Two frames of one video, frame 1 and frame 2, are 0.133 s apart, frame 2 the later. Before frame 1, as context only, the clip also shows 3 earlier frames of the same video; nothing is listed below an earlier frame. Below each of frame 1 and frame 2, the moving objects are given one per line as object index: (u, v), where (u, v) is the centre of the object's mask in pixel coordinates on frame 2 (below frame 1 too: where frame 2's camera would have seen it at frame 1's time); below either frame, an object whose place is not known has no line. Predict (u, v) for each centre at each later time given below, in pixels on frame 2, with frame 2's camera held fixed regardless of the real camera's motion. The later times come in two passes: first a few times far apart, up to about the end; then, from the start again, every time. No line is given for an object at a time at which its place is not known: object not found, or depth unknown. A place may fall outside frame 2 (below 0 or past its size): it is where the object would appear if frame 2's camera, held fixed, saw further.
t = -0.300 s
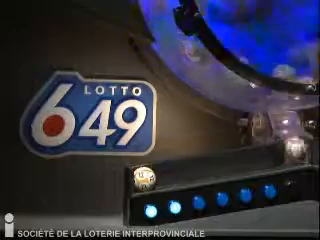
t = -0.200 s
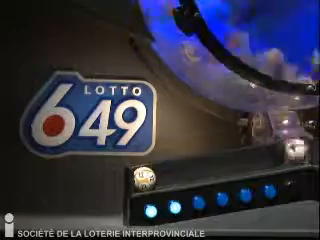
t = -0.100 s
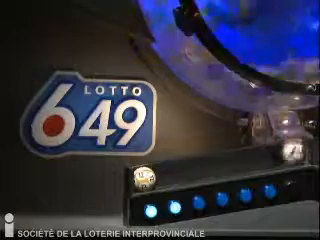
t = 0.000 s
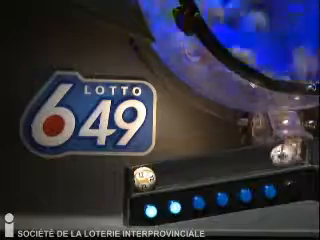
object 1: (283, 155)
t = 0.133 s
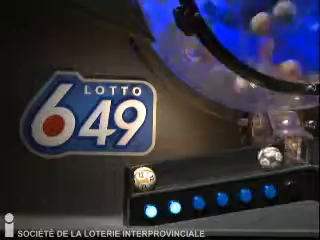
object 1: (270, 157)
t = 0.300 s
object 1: (248, 161)
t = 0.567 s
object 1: (186, 171)
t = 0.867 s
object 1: (180, 173)
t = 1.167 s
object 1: (167, 174)
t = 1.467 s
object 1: (166, 175)
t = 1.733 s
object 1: (166, 175)
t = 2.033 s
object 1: (166, 175)
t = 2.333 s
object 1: (166, 176)
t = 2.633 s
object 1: (166, 175)
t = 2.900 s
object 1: (166, 175)
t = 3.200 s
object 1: (166, 175)
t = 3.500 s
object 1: (166, 175)
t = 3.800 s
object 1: (166, 175)
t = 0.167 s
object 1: (266, 158)
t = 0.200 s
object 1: (262, 158)
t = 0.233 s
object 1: (258, 159)
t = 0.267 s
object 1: (253, 160)
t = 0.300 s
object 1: (248, 161)
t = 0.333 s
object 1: (242, 162)
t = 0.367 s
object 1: (235, 163)
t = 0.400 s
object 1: (228, 164)
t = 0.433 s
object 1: (221, 165)
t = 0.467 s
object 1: (213, 165)
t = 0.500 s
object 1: (204, 167)
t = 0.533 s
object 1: (195, 168)
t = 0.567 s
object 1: (186, 171)
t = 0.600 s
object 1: (177, 173)
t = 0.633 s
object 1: (167, 174)
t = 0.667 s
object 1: (170, 173)
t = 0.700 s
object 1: (175, 173)
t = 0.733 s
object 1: (176, 174)
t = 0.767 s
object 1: (179, 173)
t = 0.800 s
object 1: (180, 173)
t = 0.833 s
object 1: (180, 173)
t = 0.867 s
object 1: (180, 173)
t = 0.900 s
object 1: (180, 173)
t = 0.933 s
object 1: (180, 173)
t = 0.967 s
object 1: (178, 174)
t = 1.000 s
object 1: (175, 174)
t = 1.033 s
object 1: (172, 174)
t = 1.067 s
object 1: (168, 174)
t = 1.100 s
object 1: (166, 174)
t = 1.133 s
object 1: (167, 174)
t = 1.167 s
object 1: (167, 174)
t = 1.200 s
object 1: (167, 174)
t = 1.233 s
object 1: (167, 175)
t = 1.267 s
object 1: (166, 175)
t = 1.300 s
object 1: (166, 175)
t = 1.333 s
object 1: (166, 175)
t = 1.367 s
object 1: (166, 175)
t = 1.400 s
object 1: (166, 175)
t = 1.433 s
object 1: (166, 175)
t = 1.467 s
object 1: (166, 175)
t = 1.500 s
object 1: (166, 175)
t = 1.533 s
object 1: (166, 175)
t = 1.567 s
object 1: (166, 175)
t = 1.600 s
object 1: (166, 175)
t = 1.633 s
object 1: (166, 175)
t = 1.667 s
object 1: (166, 175)
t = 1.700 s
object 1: (166, 175)
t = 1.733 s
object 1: (166, 175)
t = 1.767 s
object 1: (166, 175)
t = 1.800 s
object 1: (165, 176)
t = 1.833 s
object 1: (166, 175)
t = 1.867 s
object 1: (166, 175)
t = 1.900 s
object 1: (166, 175)
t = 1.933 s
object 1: (166, 176)
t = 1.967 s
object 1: (166, 175)
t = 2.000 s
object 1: (166, 175)
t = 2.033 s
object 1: (166, 175)
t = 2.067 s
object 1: (166, 176)
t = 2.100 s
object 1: (166, 176)
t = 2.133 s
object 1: (166, 175)
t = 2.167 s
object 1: (166, 175)
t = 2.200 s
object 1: (166, 175)
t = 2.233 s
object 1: (166, 176)
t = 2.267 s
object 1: (166, 176)
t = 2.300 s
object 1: (166, 175)
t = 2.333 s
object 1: (166, 176)
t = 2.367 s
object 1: (166, 175)
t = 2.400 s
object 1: (166, 175)
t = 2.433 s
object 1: (166, 175)
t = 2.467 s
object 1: (166, 175)
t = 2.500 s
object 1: (166, 175)
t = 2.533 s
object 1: (166, 175)
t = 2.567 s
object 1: (166, 175)
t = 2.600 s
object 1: (166, 175)
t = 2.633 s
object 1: (166, 175)
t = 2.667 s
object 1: (166, 175)
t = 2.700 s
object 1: (166, 175)
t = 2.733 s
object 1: (166, 175)
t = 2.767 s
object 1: (166, 175)
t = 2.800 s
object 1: (166, 175)
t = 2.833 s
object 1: (166, 175)
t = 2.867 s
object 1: (166, 175)
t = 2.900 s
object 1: (166, 175)
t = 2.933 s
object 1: (166, 175)
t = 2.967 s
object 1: (166, 175)
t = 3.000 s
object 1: (166, 175)
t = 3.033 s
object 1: (166, 175)
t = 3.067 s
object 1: (166, 175)
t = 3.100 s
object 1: (166, 175)
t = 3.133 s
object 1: (166, 175)
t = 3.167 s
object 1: (166, 175)
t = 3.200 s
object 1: (166, 175)
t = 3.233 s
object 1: (166, 175)
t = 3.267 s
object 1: (166, 175)
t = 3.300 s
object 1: (166, 175)
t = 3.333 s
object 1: (166, 175)
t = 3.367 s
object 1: (166, 175)
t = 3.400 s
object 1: (166, 175)
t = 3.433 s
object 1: (166, 175)
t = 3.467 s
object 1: (166, 175)
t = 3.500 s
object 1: (166, 175)
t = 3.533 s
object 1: (166, 175)
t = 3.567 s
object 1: (166, 175)
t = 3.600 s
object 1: (166, 175)
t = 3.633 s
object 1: (166, 175)
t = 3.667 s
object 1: (166, 175)
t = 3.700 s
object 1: (166, 175)
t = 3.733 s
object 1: (166, 175)
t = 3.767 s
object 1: (166, 175)
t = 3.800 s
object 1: (166, 175)
